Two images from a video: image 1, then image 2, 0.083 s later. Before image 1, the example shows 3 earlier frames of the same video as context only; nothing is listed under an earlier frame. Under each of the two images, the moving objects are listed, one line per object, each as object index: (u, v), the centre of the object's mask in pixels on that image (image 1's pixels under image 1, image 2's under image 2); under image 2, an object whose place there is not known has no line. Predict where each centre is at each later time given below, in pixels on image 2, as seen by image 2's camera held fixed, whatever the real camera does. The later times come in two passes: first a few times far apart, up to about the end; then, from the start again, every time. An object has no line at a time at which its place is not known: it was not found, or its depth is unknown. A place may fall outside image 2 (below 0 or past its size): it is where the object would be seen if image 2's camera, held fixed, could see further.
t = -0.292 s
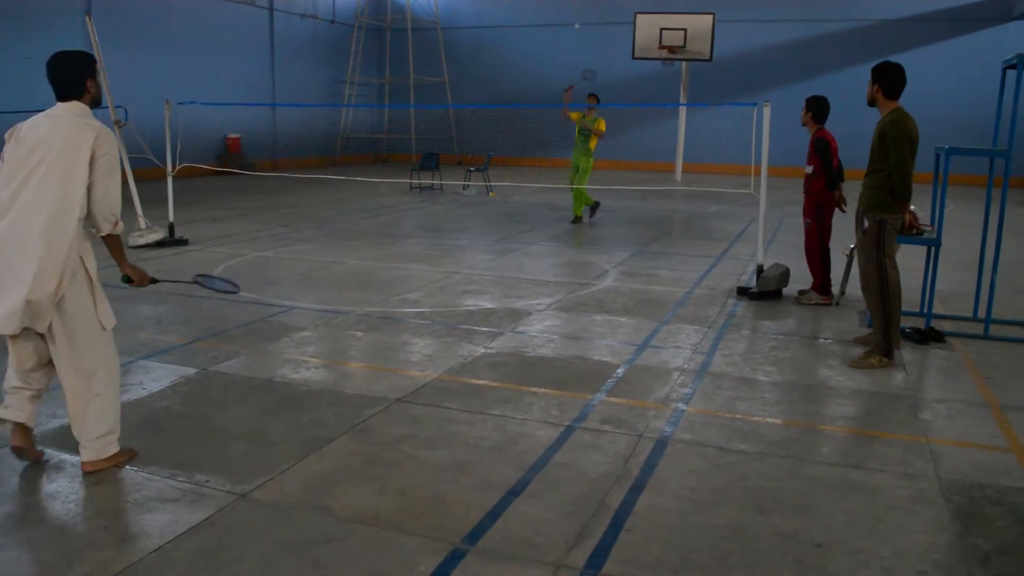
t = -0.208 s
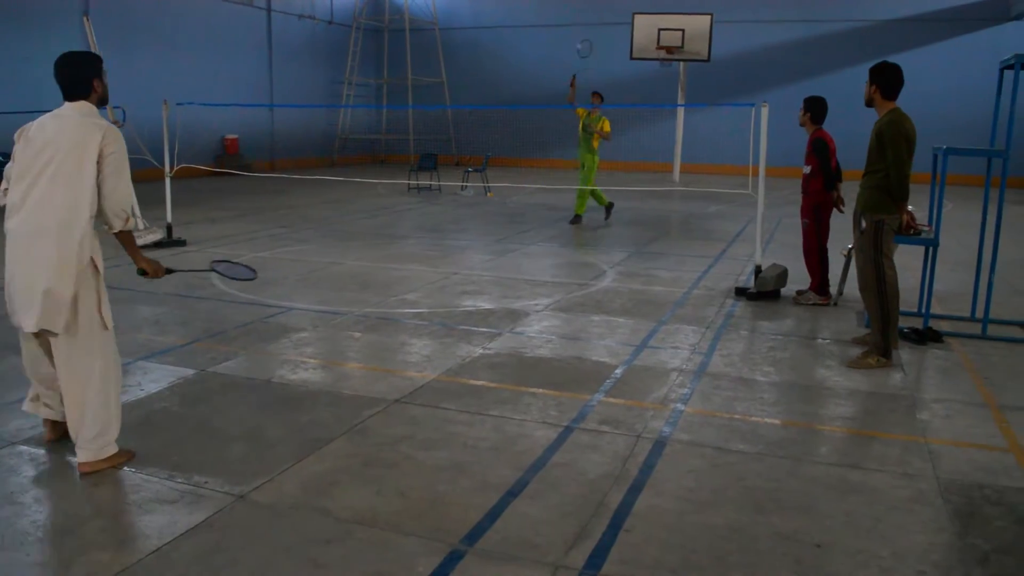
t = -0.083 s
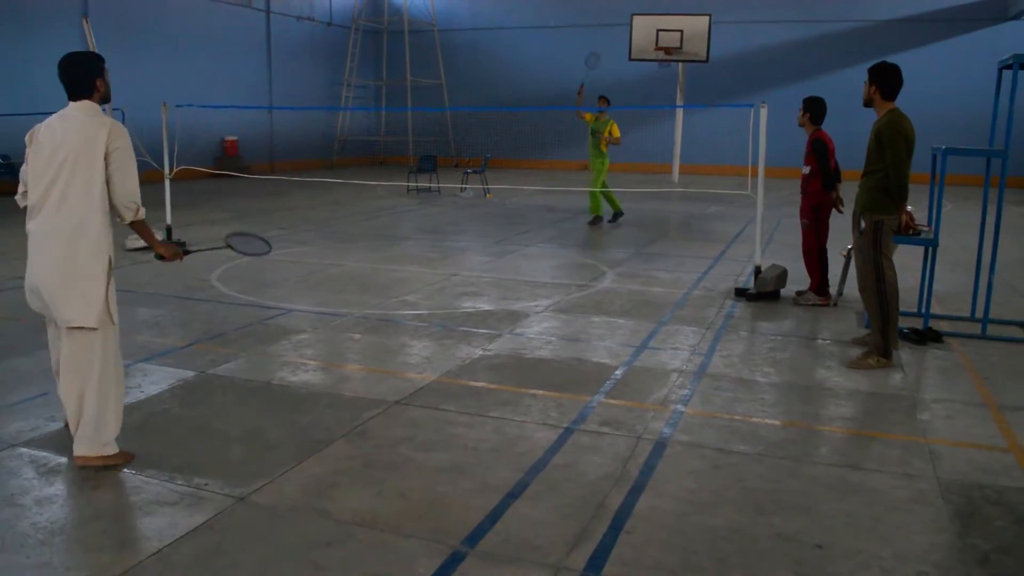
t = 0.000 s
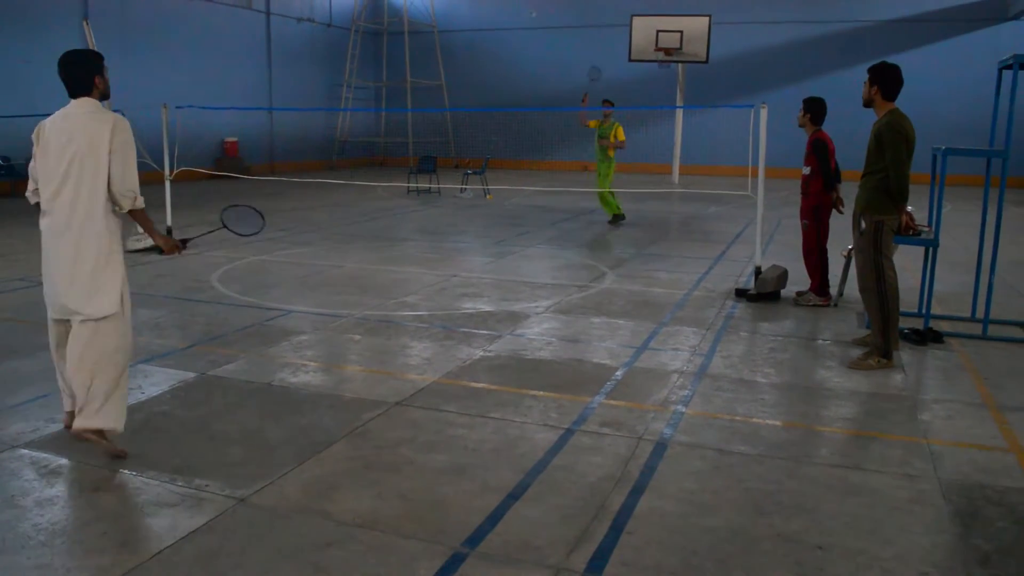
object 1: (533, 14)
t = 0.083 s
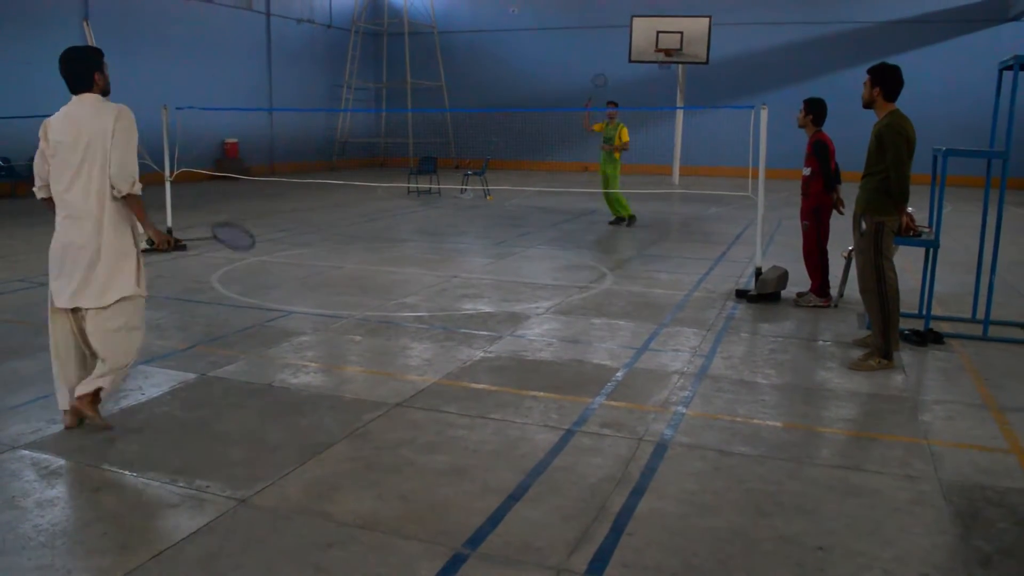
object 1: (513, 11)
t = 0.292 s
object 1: (469, 32)
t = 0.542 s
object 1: (417, 128)
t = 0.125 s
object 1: (505, 11)
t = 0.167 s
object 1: (498, 14)
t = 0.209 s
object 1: (488, 19)
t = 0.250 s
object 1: (478, 24)
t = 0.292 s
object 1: (469, 32)
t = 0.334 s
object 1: (461, 43)
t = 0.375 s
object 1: (452, 56)
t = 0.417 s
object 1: (442, 70)
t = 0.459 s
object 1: (433, 87)
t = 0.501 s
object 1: (425, 106)
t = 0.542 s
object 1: (417, 128)
